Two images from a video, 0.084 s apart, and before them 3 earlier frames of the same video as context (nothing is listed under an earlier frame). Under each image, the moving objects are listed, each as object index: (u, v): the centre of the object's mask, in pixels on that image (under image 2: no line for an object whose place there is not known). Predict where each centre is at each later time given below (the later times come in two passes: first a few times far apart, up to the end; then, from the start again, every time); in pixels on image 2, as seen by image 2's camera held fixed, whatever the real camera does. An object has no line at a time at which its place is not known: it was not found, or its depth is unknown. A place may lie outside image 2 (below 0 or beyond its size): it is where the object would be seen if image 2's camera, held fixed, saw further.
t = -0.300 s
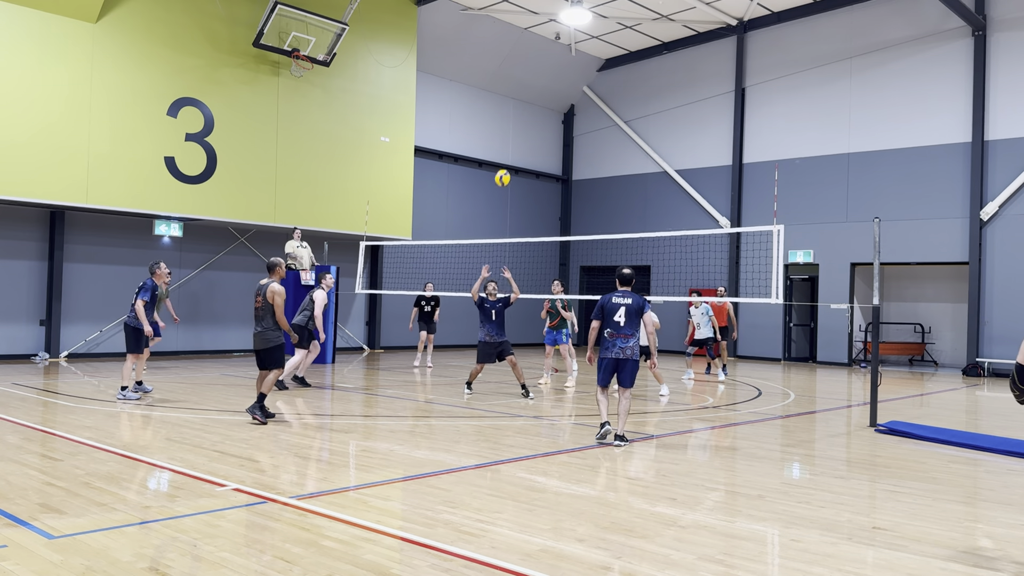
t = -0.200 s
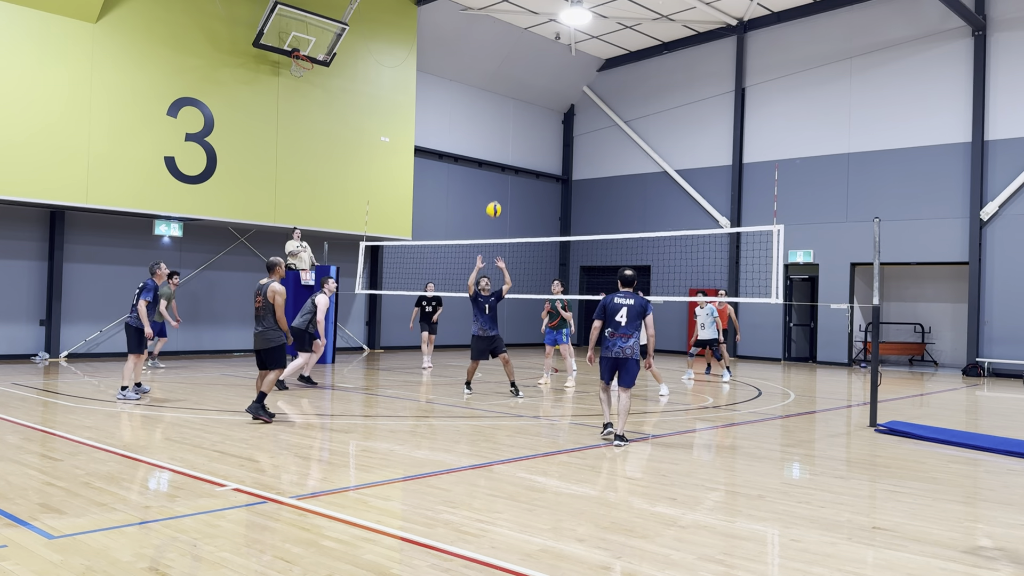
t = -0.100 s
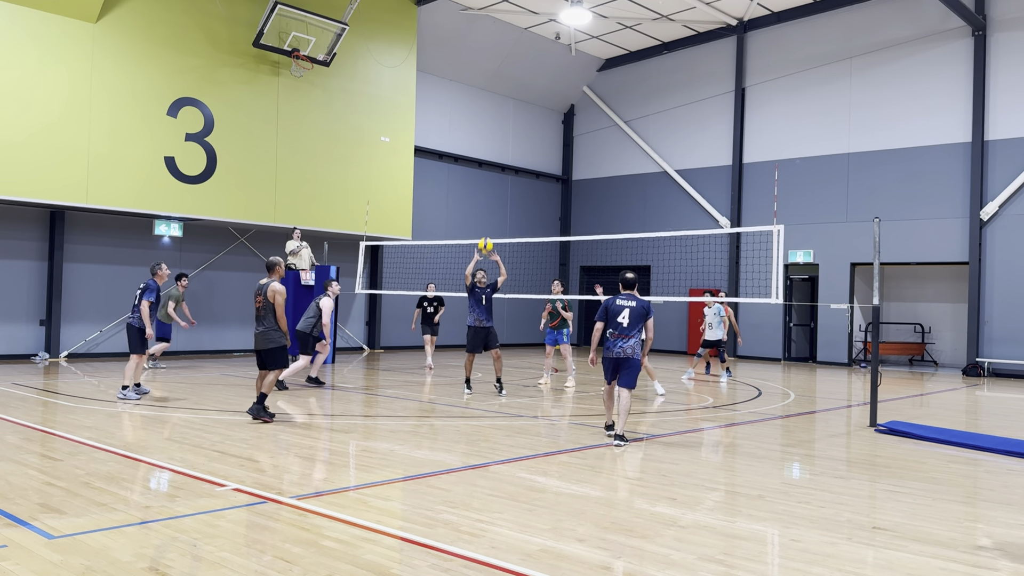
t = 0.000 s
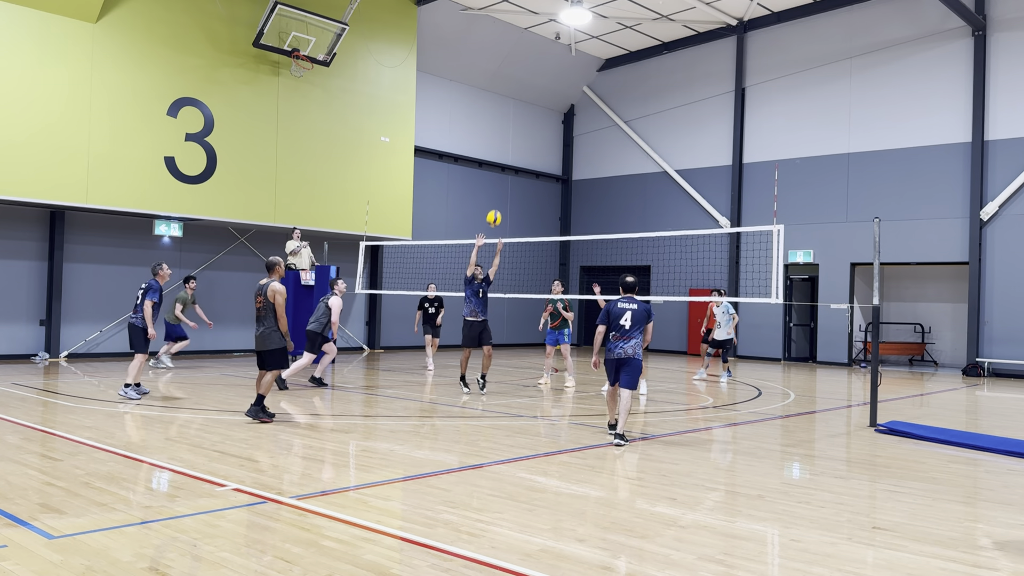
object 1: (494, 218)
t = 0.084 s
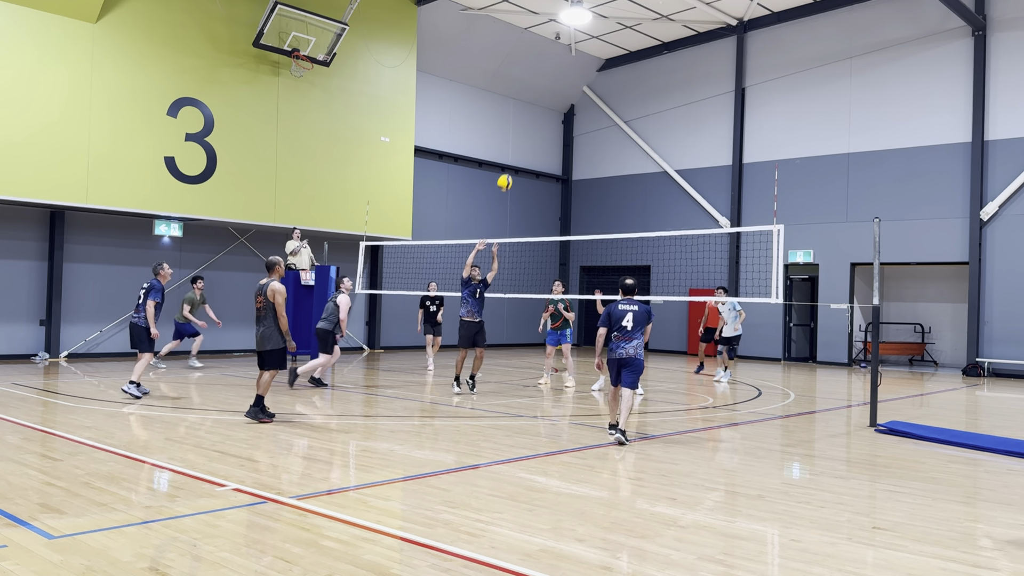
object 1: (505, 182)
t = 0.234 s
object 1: (524, 129)
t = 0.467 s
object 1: (555, 77)
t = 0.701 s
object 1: (586, 64)
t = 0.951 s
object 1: (618, 93)
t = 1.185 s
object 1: (647, 163)
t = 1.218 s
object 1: (652, 177)
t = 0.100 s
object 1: (507, 176)
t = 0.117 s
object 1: (509, 169)
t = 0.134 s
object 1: (511, 163)
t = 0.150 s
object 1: (513, 157)
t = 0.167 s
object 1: (515, 151)
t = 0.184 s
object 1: (518, 145)
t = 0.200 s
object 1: (520, 139)
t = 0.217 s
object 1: (522, 134)
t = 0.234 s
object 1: (524, 129)
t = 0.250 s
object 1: (526, 124)
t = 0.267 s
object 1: (529, 119)
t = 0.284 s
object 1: (530, 114)
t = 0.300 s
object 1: (533, 110)
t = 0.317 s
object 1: (535, 106)
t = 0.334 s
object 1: (537, 102)
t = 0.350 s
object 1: (539, 98)
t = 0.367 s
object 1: (542, 95)
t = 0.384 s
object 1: (544, 91)
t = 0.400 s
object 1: (546, 88)
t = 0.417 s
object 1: (548, 85)
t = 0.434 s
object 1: (551, 83)
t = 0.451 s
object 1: (553, 80)
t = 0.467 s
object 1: (555, 77)
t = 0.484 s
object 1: (557, 75)
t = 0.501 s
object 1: (560, 73)
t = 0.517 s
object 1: (562, 71)
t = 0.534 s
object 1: (564, 70)
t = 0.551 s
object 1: (566, 68)
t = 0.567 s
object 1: (568, 67)
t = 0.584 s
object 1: (571, 66)
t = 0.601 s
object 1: (573, 65)
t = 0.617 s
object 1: (575, 64)
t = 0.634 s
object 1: (577, 64)
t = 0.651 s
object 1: (579, 63)
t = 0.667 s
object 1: (581, 63)
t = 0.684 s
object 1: (583, 63)
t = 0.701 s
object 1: (586, 64)
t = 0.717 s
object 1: (588, 64)
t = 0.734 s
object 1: (590, 65)
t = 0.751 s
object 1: (592, 65)
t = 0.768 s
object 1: (594, 66)
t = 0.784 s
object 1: (597, 68)
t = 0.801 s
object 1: (599, 69)
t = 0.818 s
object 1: (601, 71)
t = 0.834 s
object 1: (603, 73)
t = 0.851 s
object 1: (605, 75)
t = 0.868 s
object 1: (607, 78)
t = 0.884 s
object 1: (610, 80)
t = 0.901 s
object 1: (612, 83)
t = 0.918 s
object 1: (614, 86)
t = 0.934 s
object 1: (616, 89)
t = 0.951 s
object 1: (618, 93)
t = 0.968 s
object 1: (620, 96)
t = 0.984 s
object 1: (623, 100)
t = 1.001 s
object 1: (625, 104)
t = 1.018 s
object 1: (627, 108)
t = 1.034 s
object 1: (629, 113)
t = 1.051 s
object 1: (631, 118)
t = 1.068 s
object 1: (633, 122)
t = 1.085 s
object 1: (635, 128)
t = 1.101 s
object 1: (637, 133)
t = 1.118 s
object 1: (640, 139)
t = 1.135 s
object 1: (641, 145)
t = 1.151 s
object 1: (643, 151)
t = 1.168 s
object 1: (645, 157)
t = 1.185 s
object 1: (647, 163)
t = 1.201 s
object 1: (650, 170)
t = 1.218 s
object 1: (652, 177)
